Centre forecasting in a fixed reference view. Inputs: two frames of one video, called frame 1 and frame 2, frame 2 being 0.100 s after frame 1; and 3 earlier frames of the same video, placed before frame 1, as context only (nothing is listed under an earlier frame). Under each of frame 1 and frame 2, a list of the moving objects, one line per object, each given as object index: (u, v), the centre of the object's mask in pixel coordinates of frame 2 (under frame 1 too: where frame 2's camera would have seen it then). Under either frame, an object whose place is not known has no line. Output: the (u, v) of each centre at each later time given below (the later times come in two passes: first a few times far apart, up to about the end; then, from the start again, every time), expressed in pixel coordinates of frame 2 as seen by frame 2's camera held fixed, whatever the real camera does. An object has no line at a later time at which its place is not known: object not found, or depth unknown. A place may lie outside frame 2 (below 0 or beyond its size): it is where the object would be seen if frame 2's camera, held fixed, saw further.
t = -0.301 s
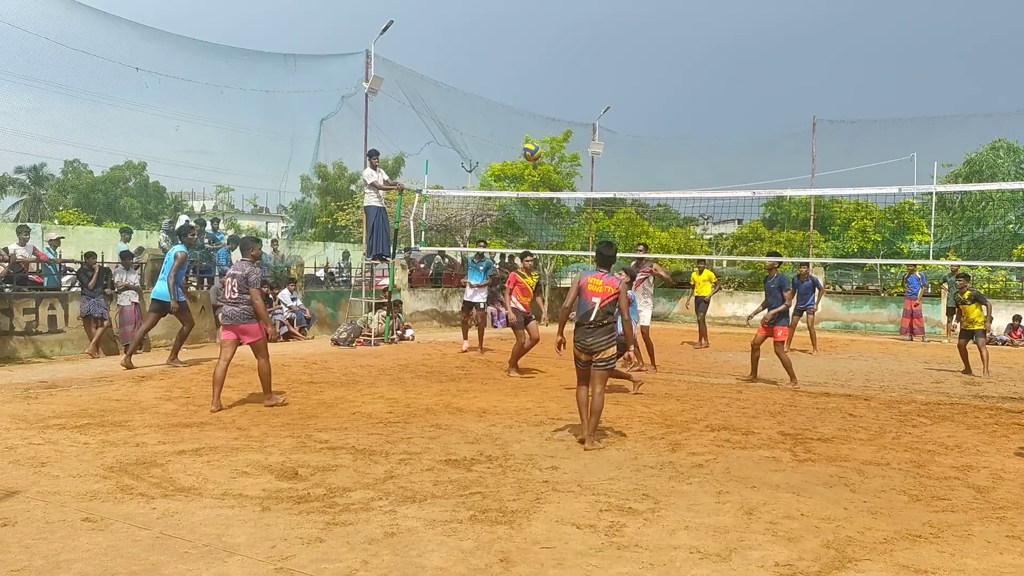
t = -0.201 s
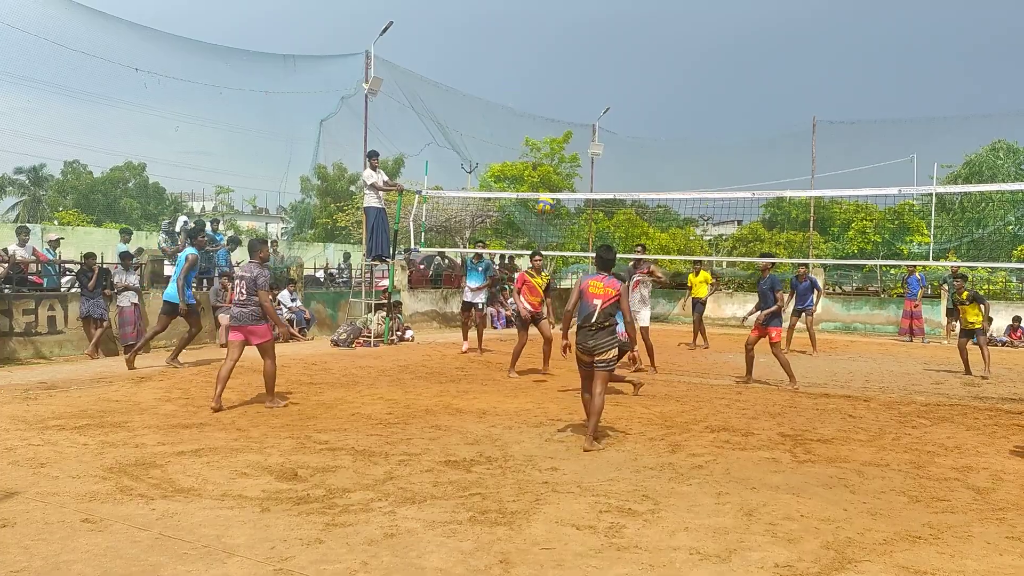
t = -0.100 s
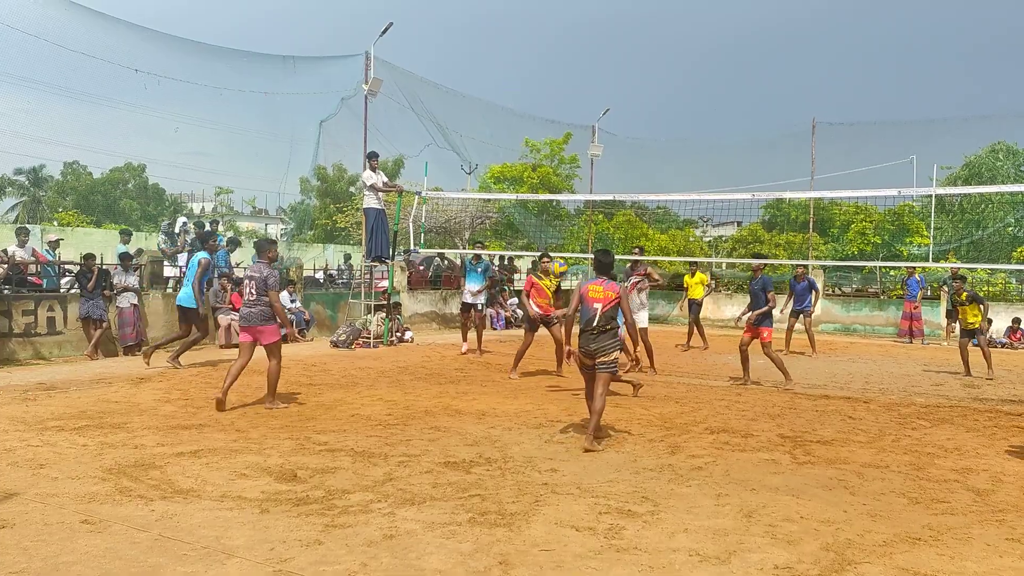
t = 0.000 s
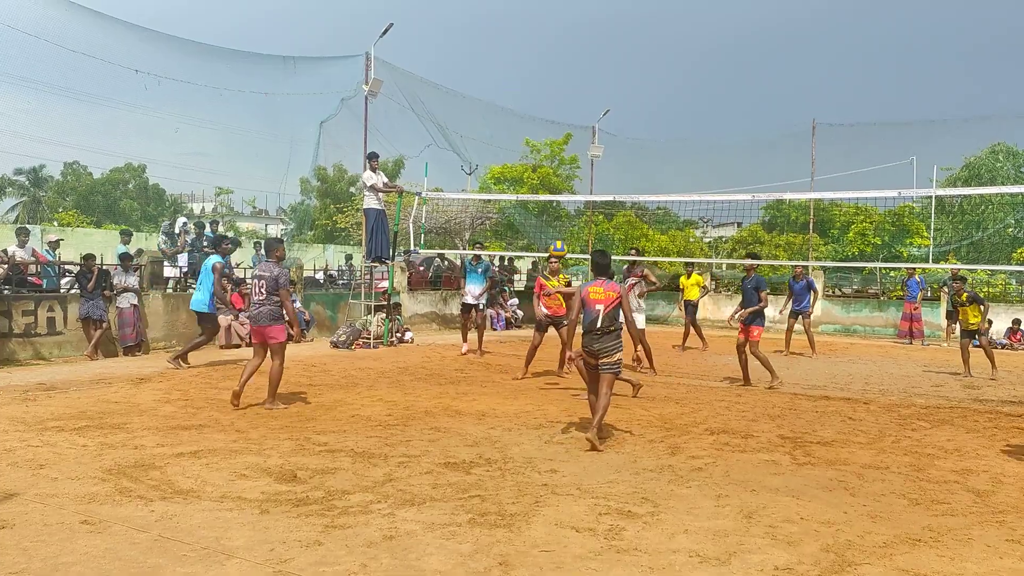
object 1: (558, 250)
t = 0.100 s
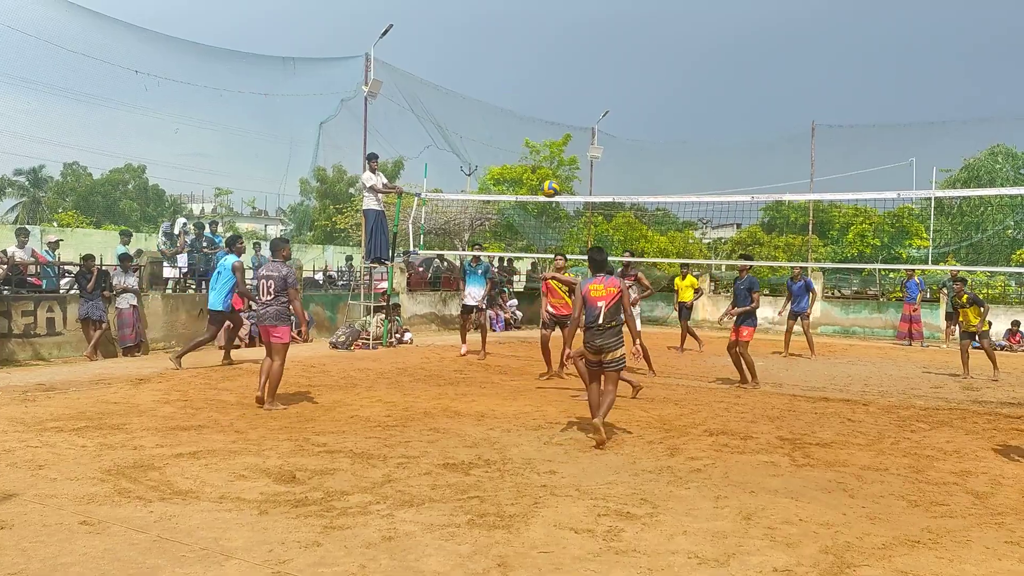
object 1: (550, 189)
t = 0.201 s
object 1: (542, 136)
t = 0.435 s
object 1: (528, 49)
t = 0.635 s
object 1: (516, 12)
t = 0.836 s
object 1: (504, 9)
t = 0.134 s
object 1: (547, 170)
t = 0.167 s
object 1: (545, 153)
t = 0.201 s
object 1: (542, 136)
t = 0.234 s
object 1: (540, 121)
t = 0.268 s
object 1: (538, 106)
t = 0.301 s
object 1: (536, 93)
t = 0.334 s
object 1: (534, 80)
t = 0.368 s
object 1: (532, 69)
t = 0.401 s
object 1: (530, 58)
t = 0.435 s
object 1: (528, 49)
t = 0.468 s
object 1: (525, 41)
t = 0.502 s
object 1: (524, 33)
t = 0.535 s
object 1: (521, 27)
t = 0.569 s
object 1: (520, 21)
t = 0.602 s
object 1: (518, 16)
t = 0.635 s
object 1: (516, 12)
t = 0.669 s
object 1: (514, 9)
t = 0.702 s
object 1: (513, 7)
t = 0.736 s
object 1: (511, 6)
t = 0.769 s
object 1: (509, 6)
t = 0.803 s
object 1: (507, 7)
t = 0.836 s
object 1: (504, 9)
